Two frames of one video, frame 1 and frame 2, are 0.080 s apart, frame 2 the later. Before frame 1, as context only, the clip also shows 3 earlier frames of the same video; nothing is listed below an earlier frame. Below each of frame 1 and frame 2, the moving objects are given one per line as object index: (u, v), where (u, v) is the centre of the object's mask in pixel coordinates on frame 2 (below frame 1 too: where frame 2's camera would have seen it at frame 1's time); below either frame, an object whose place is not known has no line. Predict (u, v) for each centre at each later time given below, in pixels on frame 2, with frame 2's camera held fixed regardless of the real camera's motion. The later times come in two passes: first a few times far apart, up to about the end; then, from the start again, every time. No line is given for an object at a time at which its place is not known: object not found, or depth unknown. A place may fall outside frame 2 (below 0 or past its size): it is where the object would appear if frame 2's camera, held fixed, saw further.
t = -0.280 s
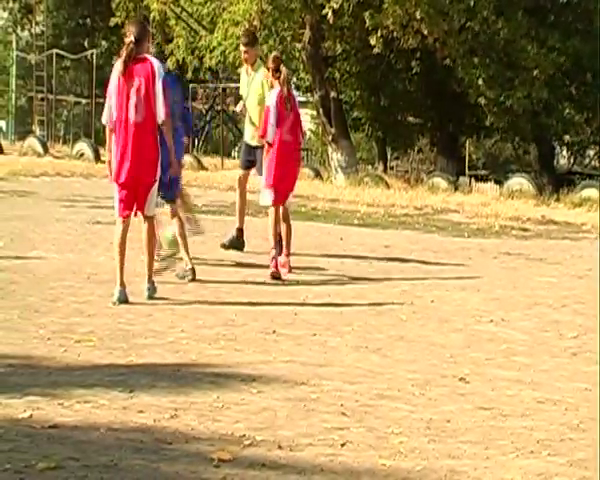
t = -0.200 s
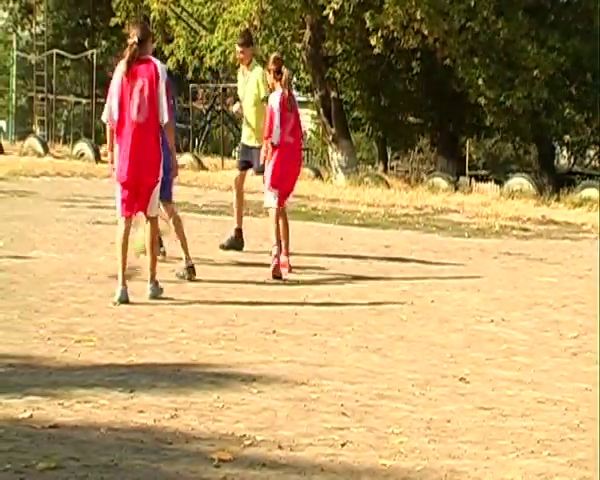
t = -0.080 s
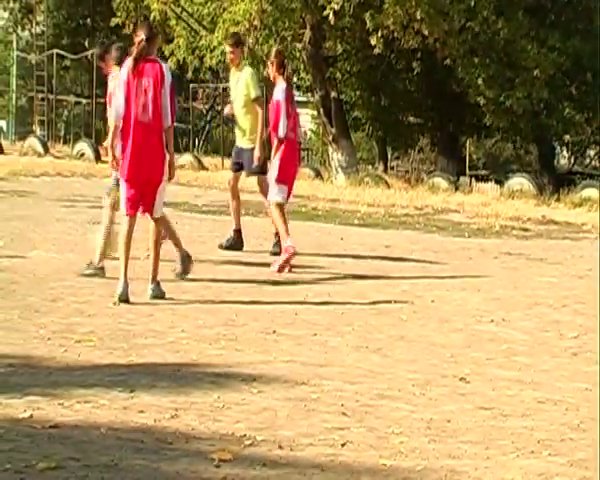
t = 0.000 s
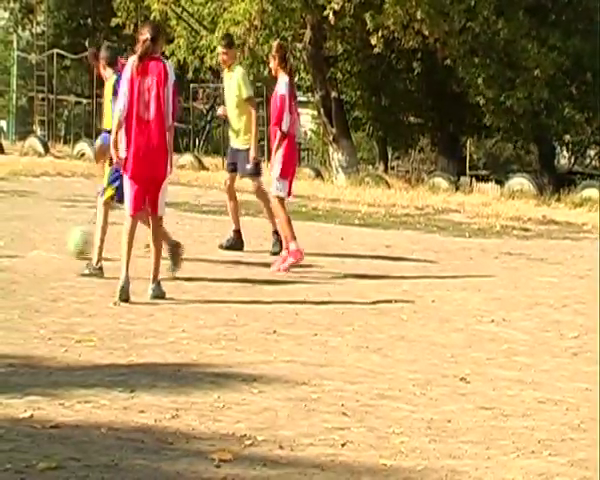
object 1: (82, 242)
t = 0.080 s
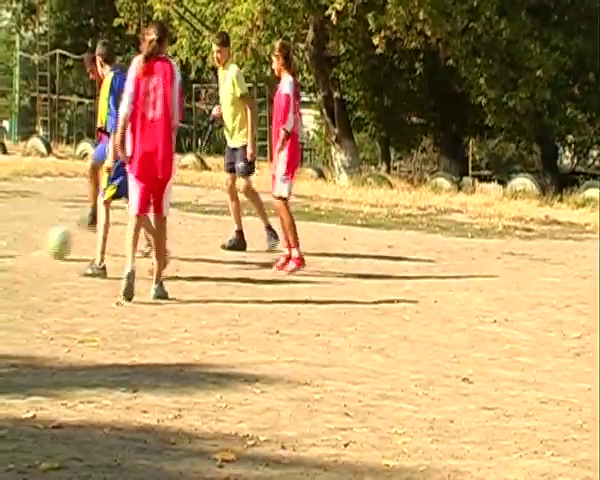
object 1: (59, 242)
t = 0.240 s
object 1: (11, 242)
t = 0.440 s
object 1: (-50, 243)
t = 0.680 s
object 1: (-124, 242)
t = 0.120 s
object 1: (47, 242)
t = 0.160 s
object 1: (35, 242)
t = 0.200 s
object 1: (23, 242)
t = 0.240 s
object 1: (11, 242)
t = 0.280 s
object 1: (-2, 242)
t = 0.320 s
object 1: (-13, 242)
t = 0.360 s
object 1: (-25, 241)
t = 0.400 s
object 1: (-38, 241)
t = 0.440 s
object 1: (-50, 243)
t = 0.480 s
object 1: (-62, 243)
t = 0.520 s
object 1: (-75, 244)
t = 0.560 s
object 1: (-88, 243)
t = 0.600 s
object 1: (-101, 243)
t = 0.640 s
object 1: (-112, 244)
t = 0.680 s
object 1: (-124, 242)
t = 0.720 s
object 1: (-137, 241)
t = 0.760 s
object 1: (-148, 243)
